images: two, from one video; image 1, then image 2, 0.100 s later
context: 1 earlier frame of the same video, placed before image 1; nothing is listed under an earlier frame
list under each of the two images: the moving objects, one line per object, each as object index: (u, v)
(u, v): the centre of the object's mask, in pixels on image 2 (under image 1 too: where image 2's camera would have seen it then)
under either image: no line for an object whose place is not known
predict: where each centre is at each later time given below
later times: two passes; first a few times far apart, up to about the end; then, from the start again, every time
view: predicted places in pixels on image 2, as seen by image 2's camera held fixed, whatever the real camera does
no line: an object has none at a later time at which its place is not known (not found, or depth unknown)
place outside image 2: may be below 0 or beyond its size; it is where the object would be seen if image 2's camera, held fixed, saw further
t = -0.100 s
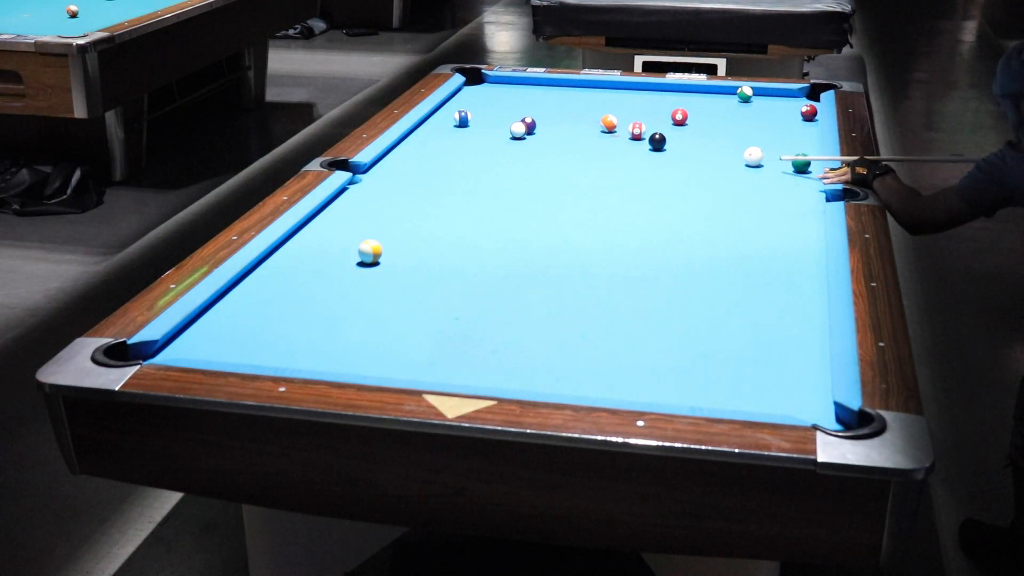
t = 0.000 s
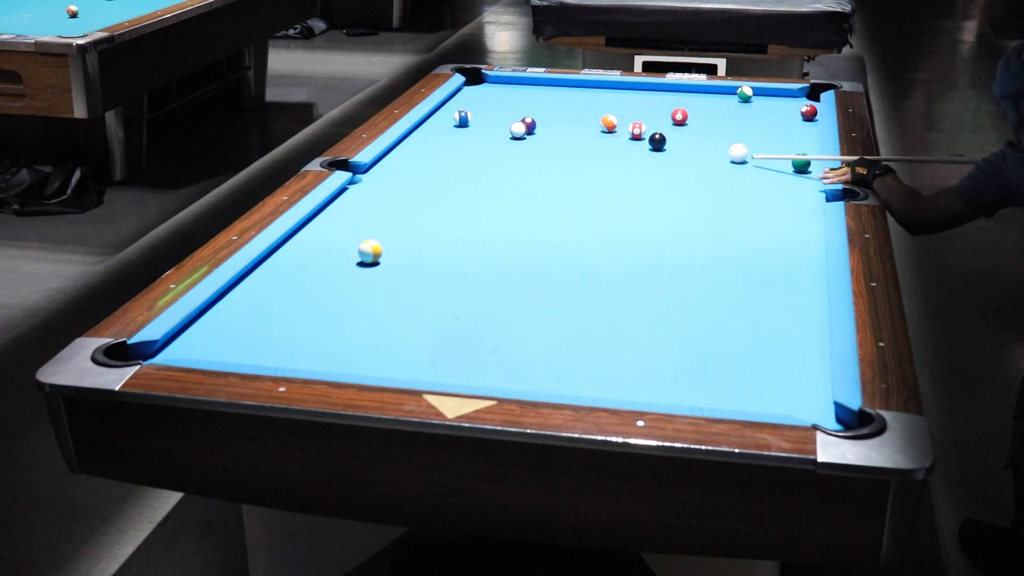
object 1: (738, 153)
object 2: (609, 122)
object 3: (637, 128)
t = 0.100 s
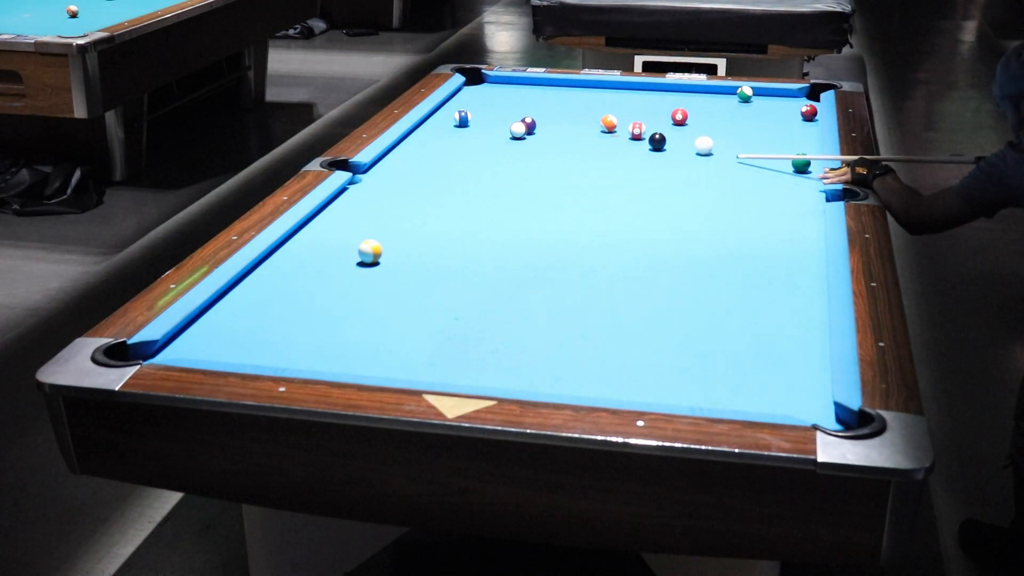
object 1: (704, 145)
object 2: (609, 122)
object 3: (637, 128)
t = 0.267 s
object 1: (659, 130)
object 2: (609, 122)
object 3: (637, 128)
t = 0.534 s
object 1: (637, 131)
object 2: (588, 114)
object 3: (617, 124)
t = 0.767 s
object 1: (625, 129)
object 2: (565, 112)
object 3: (612, 124)
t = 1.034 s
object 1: (616, 129)
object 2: (539, 106)
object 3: (605, 123)
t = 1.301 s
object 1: (609, 128)
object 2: (516, 101)
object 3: (600, 119)
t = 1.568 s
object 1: (604, 129)
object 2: (494, 96)
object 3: (596, 117)
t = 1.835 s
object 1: (601, 129)
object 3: (593, 116)
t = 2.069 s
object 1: (600, 129)
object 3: (591, 116)
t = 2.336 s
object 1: (600, 129)
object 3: (590, 116)
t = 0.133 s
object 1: (694, 143)
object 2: (609, 122)
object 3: (637, 128)
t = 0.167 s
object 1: (685, 141)
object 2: (609, 122)
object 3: (637, 128)
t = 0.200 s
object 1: (676, 139)
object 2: (609, 122)
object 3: (637, 128)
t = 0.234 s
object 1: (669, 136)
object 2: (609, 122)
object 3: (637, 128)
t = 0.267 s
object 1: (659, 130)
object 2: (609, 122)
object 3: (637, 128)
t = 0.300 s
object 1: (649, 132)
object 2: (609, 122)
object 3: (636, 128)
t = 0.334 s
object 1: (648, 132)
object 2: (609, 122)
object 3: (629, 126)
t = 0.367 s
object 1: (647, 132)
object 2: (608, 122)
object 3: (621, 125)
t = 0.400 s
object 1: (645, 132)
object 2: (604, 121)
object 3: (620, 124)
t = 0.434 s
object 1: (644, 132)
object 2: (599, 120)
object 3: (620, 124)
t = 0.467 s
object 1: (642, 132)
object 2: (596, 120)
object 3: (619, 124)
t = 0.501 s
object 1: (640, 131)
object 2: (592, 116)
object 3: (618, 124)
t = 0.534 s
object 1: (637, 131)
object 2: (588, 114)
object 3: (617, 124)
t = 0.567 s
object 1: (635, 131)
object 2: (584, 111)
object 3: (617, 124)
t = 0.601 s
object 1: (633, 130)
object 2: (584, 122)
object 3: (616, 124)
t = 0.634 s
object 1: (631, 130)
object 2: (578, 115)
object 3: (616, 124)
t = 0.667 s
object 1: (629, 129)
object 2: (575, 115)
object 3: (615, 124)
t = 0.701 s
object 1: (627, 129)
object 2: (571, 114)
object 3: (614, 125)
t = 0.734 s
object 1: (626, 129)
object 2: (568, 113)
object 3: (613, 124)
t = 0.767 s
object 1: (625, 129)
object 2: (565, 112)
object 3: (612, 124)
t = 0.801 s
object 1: (623, 129)
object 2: (562, 111)
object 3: (612, 123)
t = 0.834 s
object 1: (622, 129)
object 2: (558, 111)
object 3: (611, 123)
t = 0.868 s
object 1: (621, 129)
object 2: (555, 110)
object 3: (610, 123)
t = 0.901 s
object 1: (620, 129)
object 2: (551, 110)
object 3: (609, 122)
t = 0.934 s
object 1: (619, 129)
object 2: (548, 109)
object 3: (608, 122)
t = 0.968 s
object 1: (618, 129)
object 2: (545, 108)
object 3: (607, 122)
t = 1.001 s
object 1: (617, 129)
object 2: (542, 107)
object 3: (606, 123)
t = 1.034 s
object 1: (616, 129)
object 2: (539, 106)
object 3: (605, 123)
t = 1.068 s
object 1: (615, 129)
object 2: (536, 105)
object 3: (604, 122)
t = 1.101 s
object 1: (614, 128)
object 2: (533, 105)
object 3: (604, 120)
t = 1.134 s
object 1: (613, 128)
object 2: (530, 105)
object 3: (603, 120)
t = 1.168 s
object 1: (612, 128)
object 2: (527, 103)
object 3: (603, 120)
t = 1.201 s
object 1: (612, 128)
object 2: (524, 103)
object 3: (602, 119)
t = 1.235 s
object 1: (611, 128)
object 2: (521, 103)
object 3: (601, 119)
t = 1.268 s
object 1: (610, 128)
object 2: (518, 102)
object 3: (601, 119)
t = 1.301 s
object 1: (609, 128)
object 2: (516, 101)
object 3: (600, 119)
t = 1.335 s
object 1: (609, 128)
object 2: (513, 101)
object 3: (599, 118)
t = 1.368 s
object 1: (608, 128)
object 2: (510, 100)
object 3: (599, 118)
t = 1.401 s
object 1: (607, 128)
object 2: (507, 99)
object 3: (598, 118)
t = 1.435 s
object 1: (606, 128)
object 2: (505, 99)
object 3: (598, 118)
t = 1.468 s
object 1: (606, 128)
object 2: (502, 98)
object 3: (597, 117)
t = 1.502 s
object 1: (605, 129)
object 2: (499, 97)
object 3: (597, 117)
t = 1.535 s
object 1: (605, 129)
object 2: (497, 97)
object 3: (596, 117)
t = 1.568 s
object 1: (604, 129)
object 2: (494, 96)
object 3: (596, 117)
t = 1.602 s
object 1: (604, 129)
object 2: (492, 95)
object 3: (596, 117)
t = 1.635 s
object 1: (603, 129)
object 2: (489, 95)
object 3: (595, 117)
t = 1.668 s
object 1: (603, 129)
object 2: (487, 94)
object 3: (595, 117)
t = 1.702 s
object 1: (603, 129)
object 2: (484, 94)
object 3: (594, 117)
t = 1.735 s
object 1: (602, 129)
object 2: (482, 94)
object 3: (594, 117)
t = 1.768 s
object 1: (602, 129)
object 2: (479, 93)
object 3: (593, 117)
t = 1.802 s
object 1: (601, 129)
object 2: (477, 93)
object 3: (593, 117)
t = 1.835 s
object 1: (601, 129)
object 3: (593, 116)
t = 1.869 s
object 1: (601, 129)
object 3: (593, 116)
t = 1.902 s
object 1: (601, 129)
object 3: (593, 116)
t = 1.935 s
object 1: (600, 129)
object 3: (592, 116)
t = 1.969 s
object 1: (600, 129)
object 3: (592, 116)
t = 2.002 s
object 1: (600, 129)
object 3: (592, 116)
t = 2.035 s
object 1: (600, 129)
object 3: (592, 116)
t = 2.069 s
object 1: (600, 129)
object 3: (591, 116)
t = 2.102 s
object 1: (600, 129)
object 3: (591, 116)
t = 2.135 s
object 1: (600, 129)
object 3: (591, 116)
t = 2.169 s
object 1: (600, 129)
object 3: (591, 116)
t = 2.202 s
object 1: (600, 129)
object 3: (591, 116)
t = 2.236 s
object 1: (600, 129)
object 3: (591, 116)
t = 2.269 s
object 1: (600, 129)
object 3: (590, 116)
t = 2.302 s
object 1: (600, 129)
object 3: (590, 116)
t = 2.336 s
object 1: (600, 129)
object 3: (590, 116)
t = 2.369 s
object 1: (600, 129)
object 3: (590, 116)
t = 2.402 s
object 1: (600, 129)
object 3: (590, 116)
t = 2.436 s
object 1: (600, 129)
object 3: (590, 116)
